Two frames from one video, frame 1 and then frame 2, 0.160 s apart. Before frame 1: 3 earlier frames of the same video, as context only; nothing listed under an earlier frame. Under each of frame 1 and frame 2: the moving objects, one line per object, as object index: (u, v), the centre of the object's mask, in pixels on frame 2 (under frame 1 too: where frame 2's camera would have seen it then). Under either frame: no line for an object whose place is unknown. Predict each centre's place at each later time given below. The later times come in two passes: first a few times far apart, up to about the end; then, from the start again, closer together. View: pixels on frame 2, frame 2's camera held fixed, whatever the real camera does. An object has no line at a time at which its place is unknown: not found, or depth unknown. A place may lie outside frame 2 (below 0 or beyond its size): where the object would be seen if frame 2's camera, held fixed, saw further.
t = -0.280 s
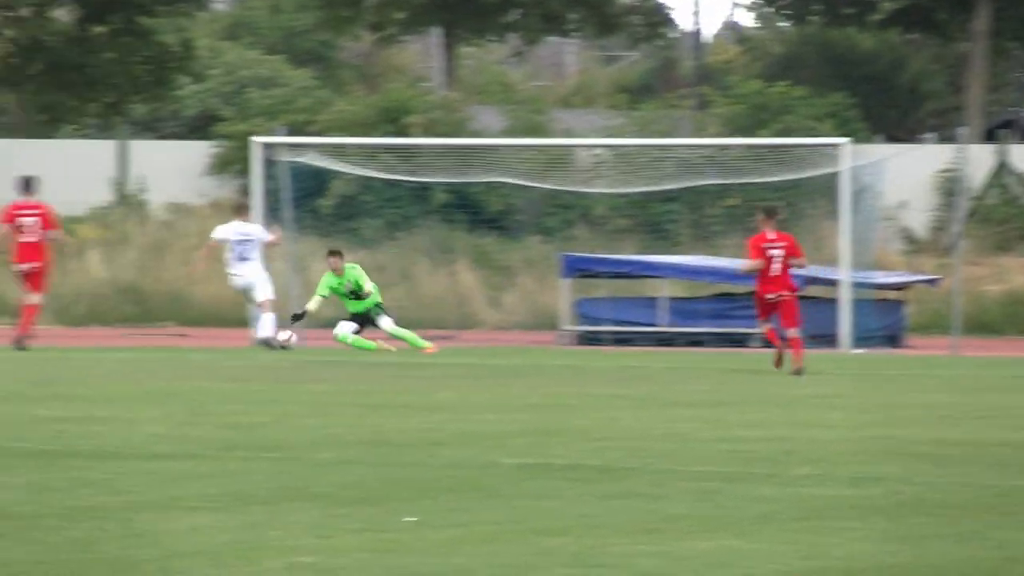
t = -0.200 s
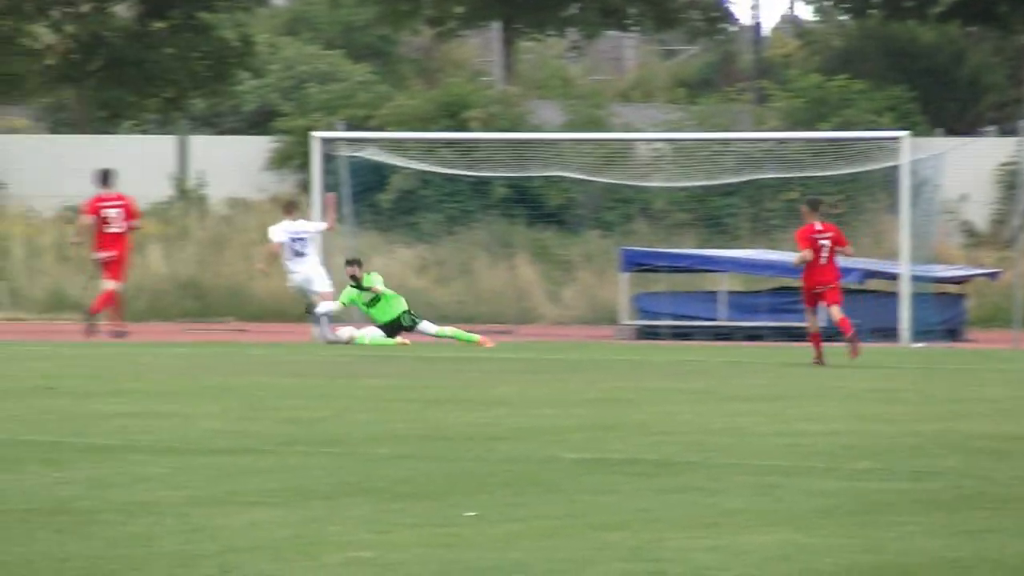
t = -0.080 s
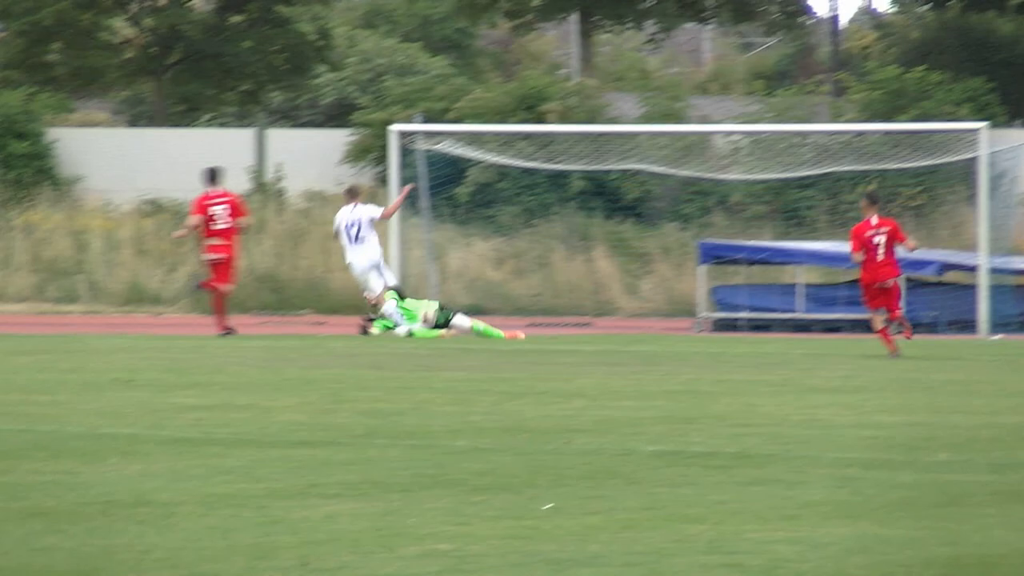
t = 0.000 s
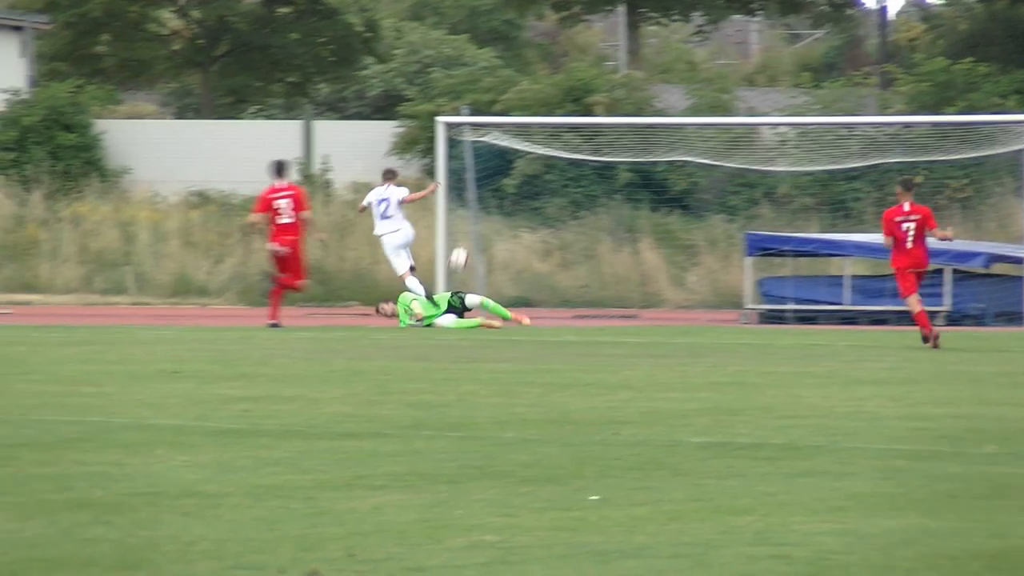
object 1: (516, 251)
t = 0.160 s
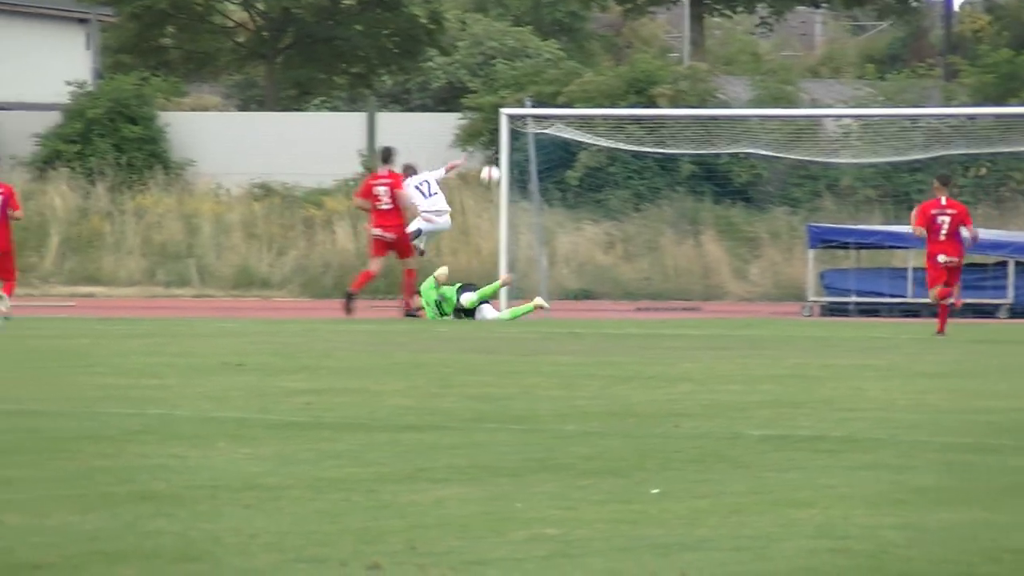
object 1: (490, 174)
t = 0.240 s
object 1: (476, 146)
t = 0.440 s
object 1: (440, 101)
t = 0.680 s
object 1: (396, 89)
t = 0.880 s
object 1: (360, 118)
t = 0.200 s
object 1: (483, 159)
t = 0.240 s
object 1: (476, 146)
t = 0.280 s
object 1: (470, 134)
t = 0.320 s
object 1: (462, 123)
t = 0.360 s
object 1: (455, 114)
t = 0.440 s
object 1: (440, 101)
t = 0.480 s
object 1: (433, 95)
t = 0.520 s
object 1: (425, 91)
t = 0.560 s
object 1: (417, 89)
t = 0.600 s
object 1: (410, 88)
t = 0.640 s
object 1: (403, 88)
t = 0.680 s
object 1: (396, 89)
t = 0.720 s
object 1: (388, 92)
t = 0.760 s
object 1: (382, 97)
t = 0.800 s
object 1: (374, 102)
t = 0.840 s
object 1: (368, 110)
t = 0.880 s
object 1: (360, 118)
